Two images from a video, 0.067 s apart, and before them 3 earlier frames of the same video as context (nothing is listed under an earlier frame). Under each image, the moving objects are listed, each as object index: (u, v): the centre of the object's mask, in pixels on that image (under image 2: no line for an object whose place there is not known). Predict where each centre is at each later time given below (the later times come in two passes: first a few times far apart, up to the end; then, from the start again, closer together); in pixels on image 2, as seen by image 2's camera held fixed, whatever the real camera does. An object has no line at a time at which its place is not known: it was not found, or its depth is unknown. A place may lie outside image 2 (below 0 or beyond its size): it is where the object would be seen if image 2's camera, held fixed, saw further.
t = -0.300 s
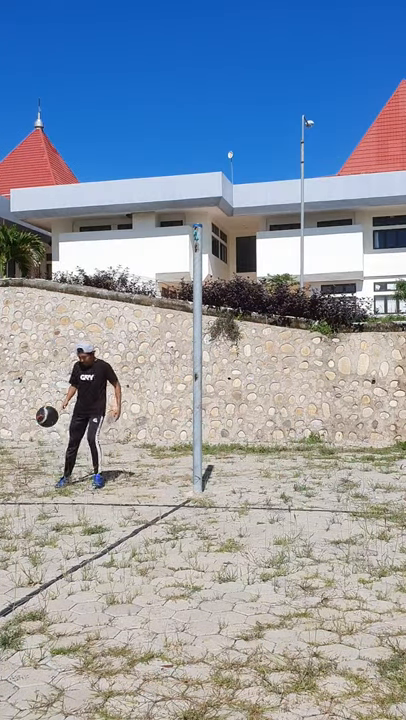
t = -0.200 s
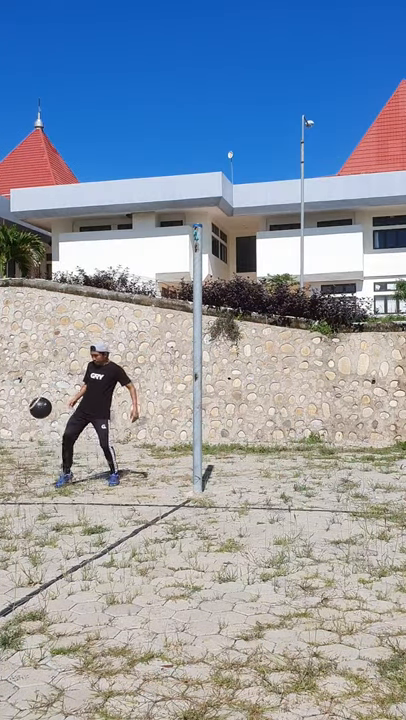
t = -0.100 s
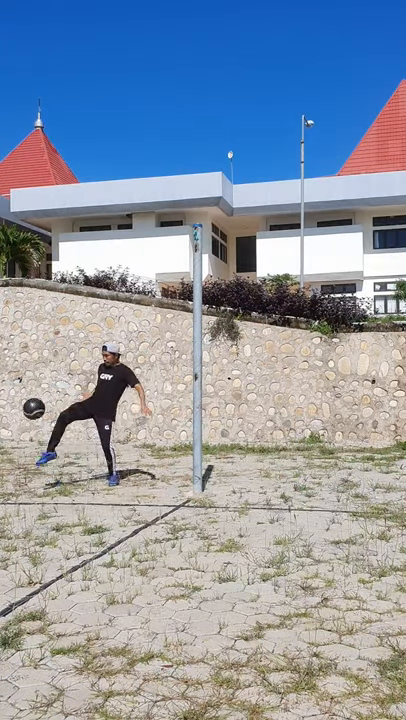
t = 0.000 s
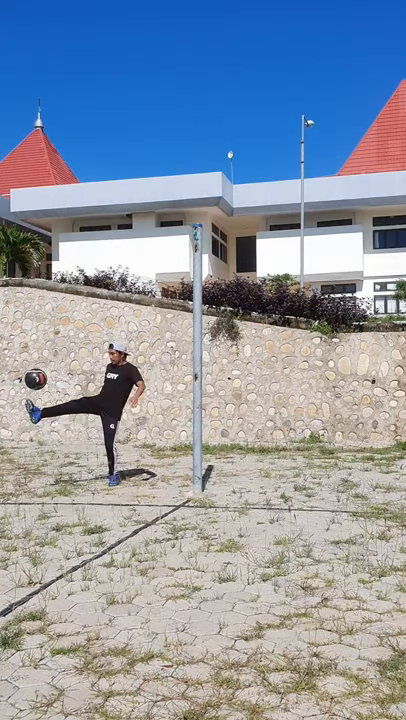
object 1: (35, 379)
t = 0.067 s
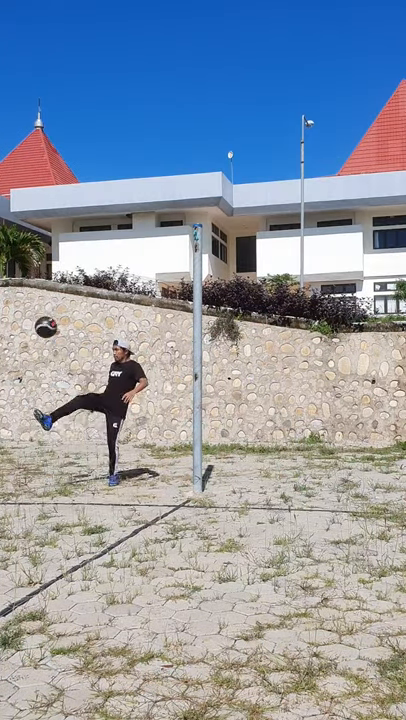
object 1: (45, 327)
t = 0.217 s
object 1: (68, 227)
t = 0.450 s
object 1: (102, 115)
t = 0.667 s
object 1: (135, 60)
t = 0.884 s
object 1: (169, 51)
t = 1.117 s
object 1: (205, 92)
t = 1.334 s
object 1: (240, 180)
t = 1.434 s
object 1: (254, 236)
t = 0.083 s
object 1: (48, 315)
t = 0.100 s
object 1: (50, 303)
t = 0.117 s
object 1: (53, 292)
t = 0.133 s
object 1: (55, 280)
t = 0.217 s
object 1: (68, 227)
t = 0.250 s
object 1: (72, 207)
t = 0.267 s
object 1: (75, 198)
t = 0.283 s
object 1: (77, 189)
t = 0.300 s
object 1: (80, 180)
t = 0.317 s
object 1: (82, 172)
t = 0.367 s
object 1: (90, 148)
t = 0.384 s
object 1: (92, 141)
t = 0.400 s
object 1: (95, 134)
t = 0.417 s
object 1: (97, 127)
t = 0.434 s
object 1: (100, 121)
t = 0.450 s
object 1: (102, 115)
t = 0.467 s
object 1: (105, 109)
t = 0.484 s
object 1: (108, 103)
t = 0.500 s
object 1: (110, 98)
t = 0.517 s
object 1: (113, 93)
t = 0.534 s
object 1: (115, 89)
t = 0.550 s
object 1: (118, 84)
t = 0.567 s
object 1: (120, 80)
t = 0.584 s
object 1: (123, 76)
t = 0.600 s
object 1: (125, 72)
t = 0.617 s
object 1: (128, 69)
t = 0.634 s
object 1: (131, 66)
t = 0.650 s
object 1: (133, 63)
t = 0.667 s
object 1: (135, 60)
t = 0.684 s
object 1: (138, 58)
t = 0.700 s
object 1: (140, 56)
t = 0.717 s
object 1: (143, 55)
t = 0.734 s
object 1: (145, 52)
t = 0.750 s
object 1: (148, 51)
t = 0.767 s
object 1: (151, 50)
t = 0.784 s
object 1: (154, 49)
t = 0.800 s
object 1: (156, 49)
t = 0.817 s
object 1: (159, 49)
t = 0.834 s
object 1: (161, 49)
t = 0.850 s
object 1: (164, 49)
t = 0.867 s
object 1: (166, 50)
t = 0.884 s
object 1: (169, 51)
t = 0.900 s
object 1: (171, 52)
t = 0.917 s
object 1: (174, 54)
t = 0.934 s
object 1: (176, 55)
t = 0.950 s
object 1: (179, 57)
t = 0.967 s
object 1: (182, 60)
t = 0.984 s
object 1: (184, 62)
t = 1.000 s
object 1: (187, 65)
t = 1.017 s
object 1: (189, 68)
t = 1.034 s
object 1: (192, 72)
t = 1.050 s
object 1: (195, 75)
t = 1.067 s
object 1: (197, 79)
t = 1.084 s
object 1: (200, 83)
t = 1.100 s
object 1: (203, 88)
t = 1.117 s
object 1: (205, 92)
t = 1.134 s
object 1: (208, 97)
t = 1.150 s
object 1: (211, 103)
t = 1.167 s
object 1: (213, 109)
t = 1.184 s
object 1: (216, 114)
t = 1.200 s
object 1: (219, 121)
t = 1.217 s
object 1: (221, 127)
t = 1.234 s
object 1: (223, 134)
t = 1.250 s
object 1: (226, 140)
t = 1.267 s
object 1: (229, 148)
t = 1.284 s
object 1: (231, 156)
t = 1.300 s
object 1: (234, 163)
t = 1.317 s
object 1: (237, 171)
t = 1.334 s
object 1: (240, 180)
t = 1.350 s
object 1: (242, 189)
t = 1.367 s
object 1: (244, 197)
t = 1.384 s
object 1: (247, 207)
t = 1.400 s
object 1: (249, 216)
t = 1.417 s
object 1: (252, 226)
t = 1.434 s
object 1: (254, 236)
